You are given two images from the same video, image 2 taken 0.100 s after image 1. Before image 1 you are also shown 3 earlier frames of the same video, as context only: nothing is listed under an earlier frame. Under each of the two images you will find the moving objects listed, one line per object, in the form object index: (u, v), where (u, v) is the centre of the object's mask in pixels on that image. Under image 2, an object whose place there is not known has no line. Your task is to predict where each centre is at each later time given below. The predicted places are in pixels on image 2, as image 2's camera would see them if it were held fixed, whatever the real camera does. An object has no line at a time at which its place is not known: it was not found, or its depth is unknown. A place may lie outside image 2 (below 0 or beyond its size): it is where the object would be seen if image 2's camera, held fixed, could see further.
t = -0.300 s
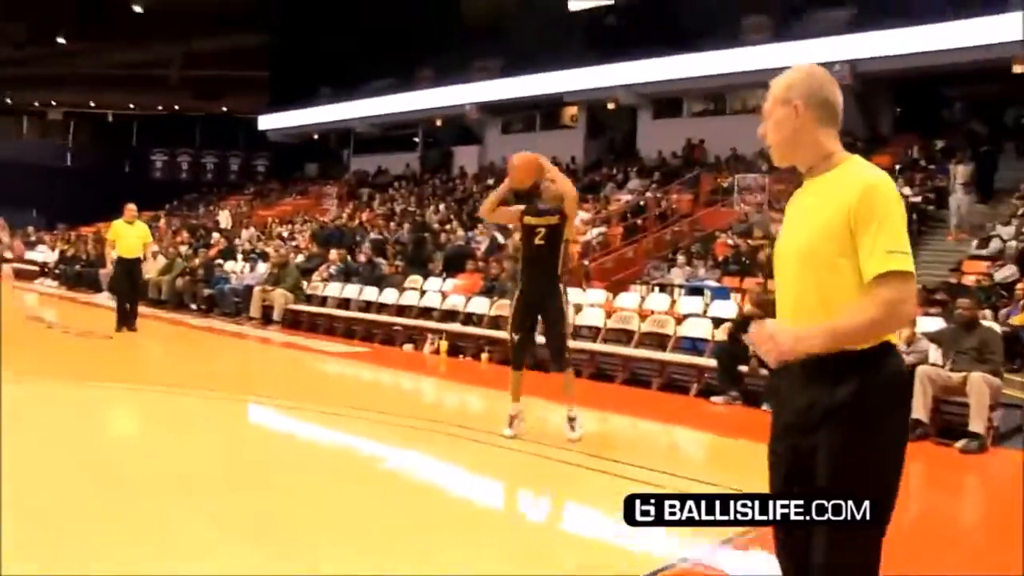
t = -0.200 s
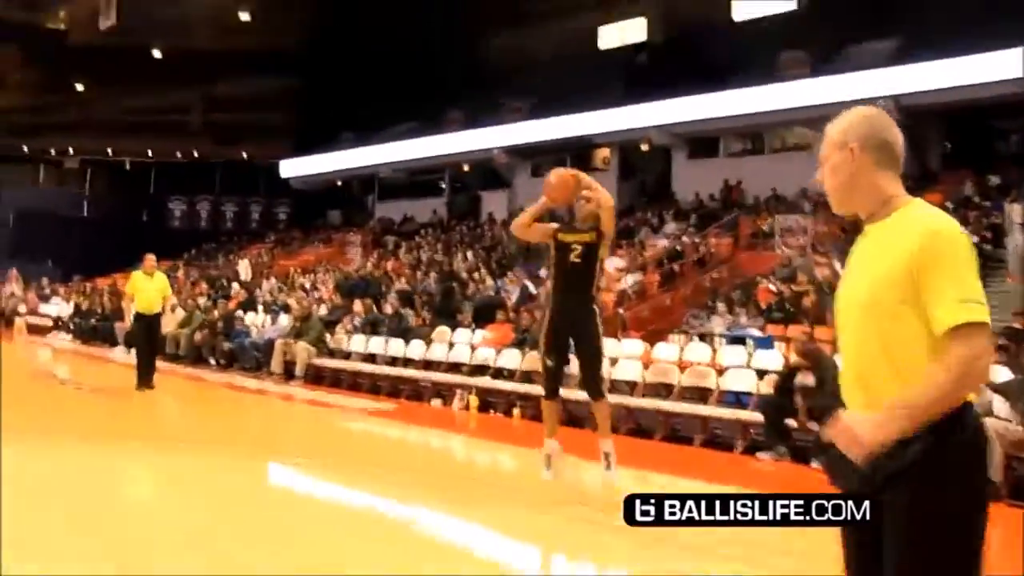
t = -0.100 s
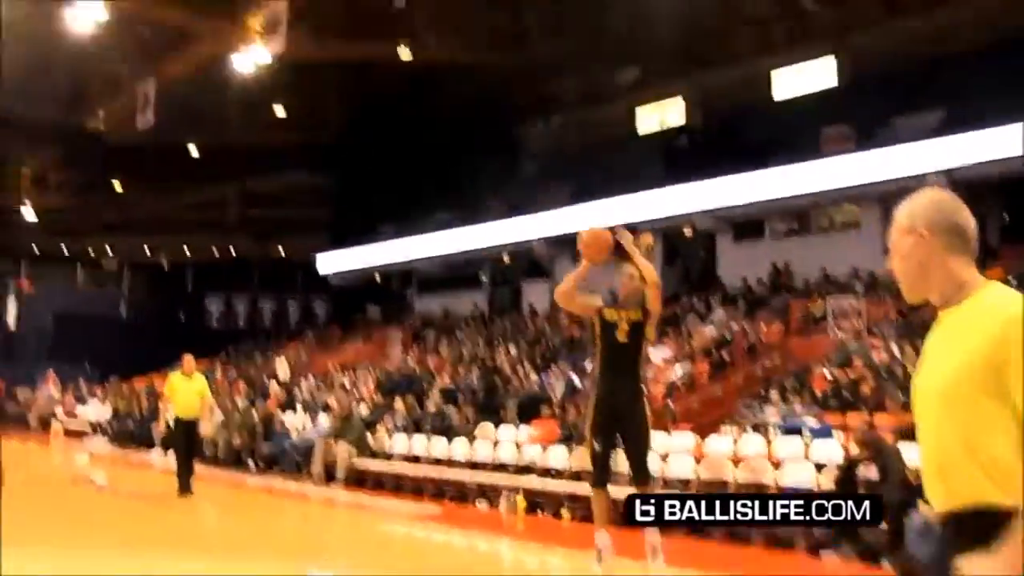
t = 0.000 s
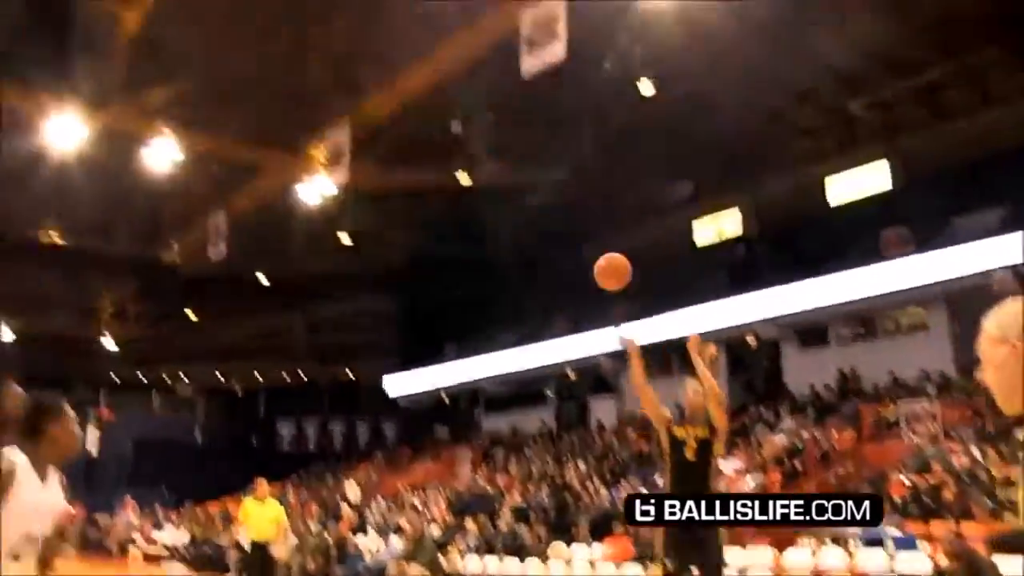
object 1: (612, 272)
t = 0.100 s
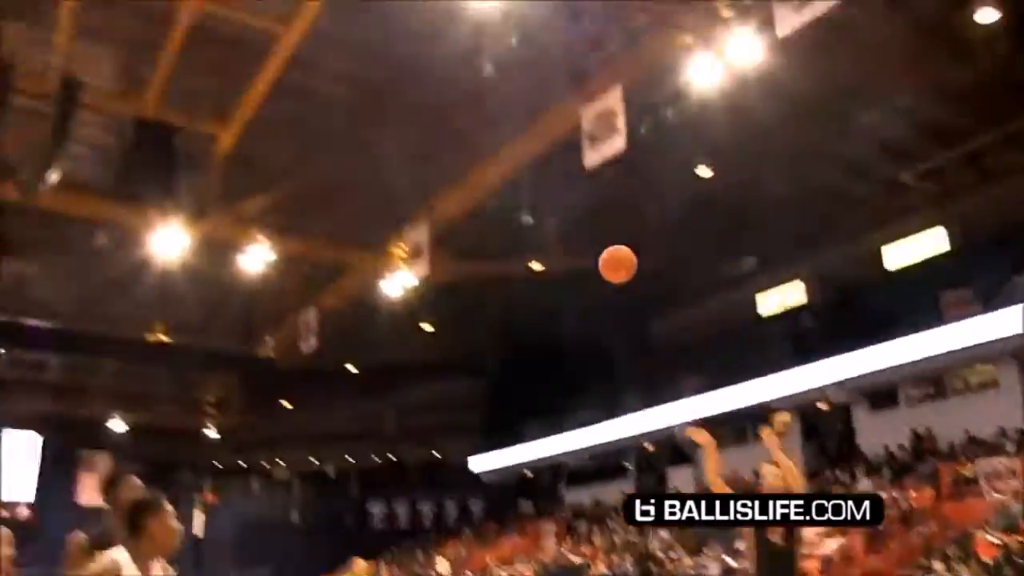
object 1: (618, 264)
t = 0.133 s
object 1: (597, 238)
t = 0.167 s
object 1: (576, 214)
